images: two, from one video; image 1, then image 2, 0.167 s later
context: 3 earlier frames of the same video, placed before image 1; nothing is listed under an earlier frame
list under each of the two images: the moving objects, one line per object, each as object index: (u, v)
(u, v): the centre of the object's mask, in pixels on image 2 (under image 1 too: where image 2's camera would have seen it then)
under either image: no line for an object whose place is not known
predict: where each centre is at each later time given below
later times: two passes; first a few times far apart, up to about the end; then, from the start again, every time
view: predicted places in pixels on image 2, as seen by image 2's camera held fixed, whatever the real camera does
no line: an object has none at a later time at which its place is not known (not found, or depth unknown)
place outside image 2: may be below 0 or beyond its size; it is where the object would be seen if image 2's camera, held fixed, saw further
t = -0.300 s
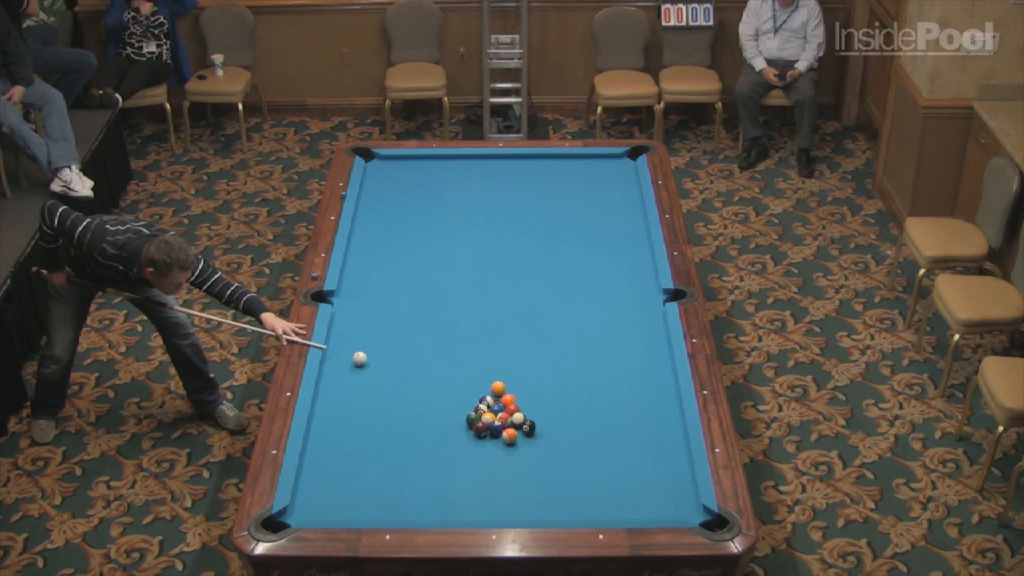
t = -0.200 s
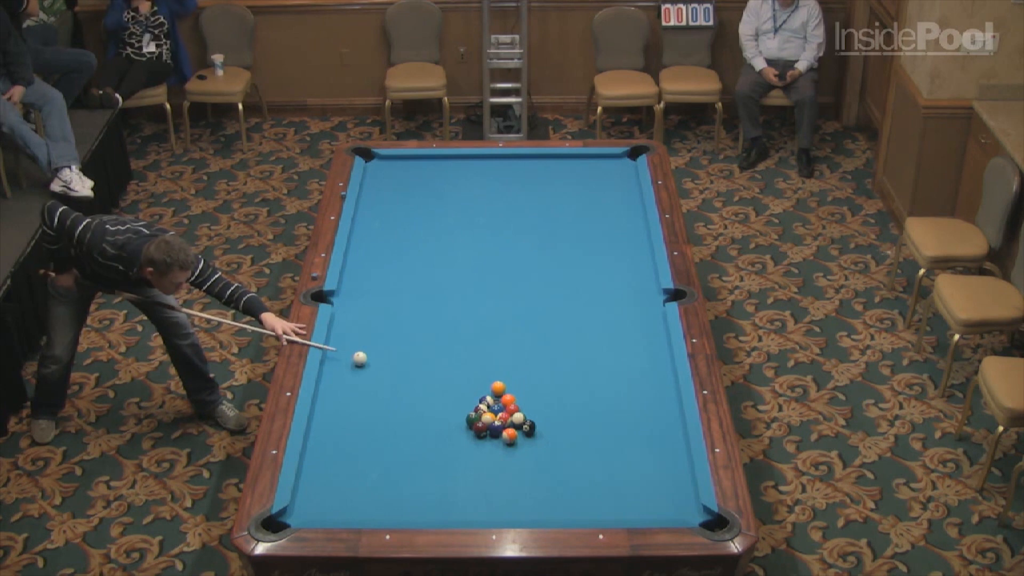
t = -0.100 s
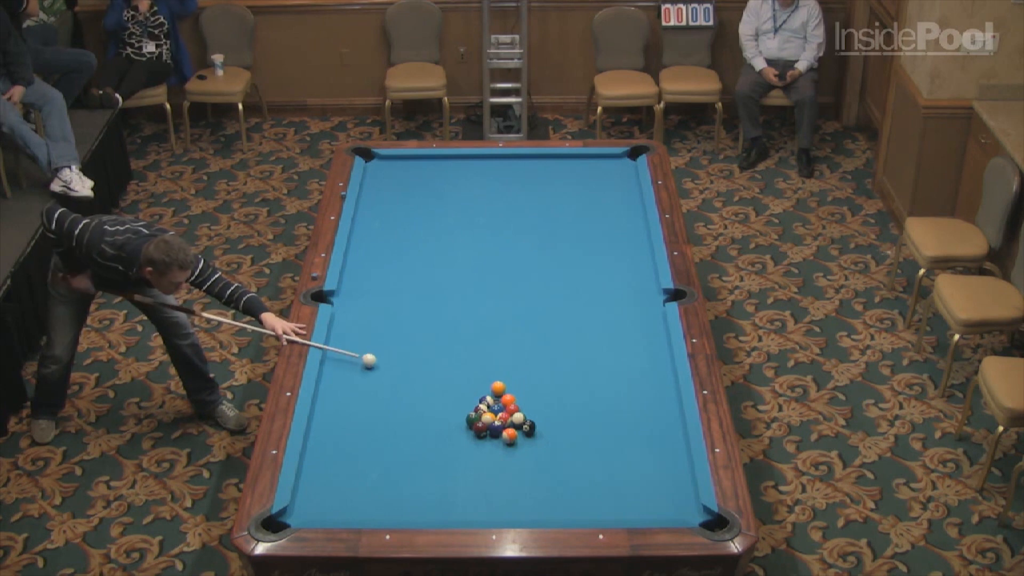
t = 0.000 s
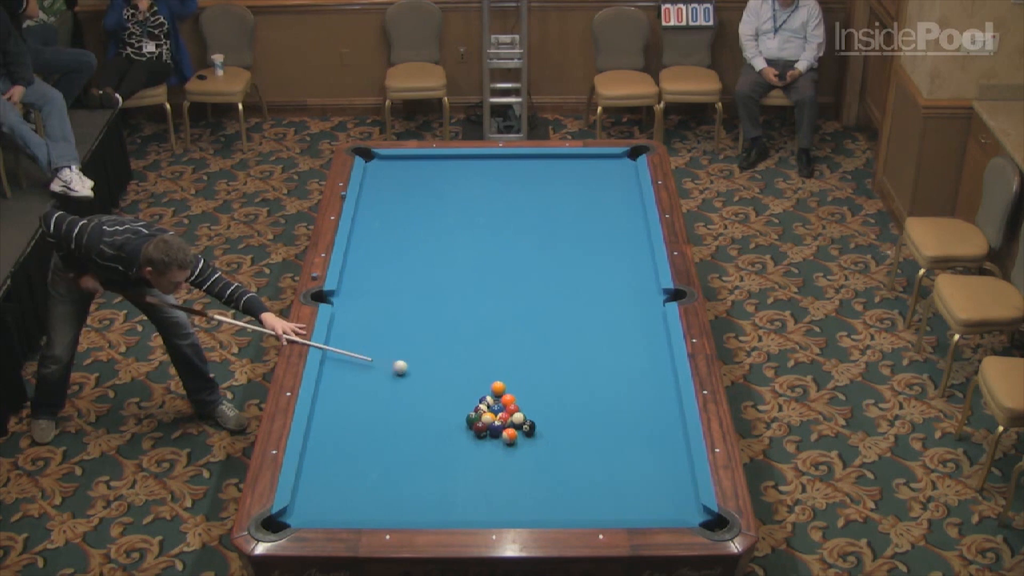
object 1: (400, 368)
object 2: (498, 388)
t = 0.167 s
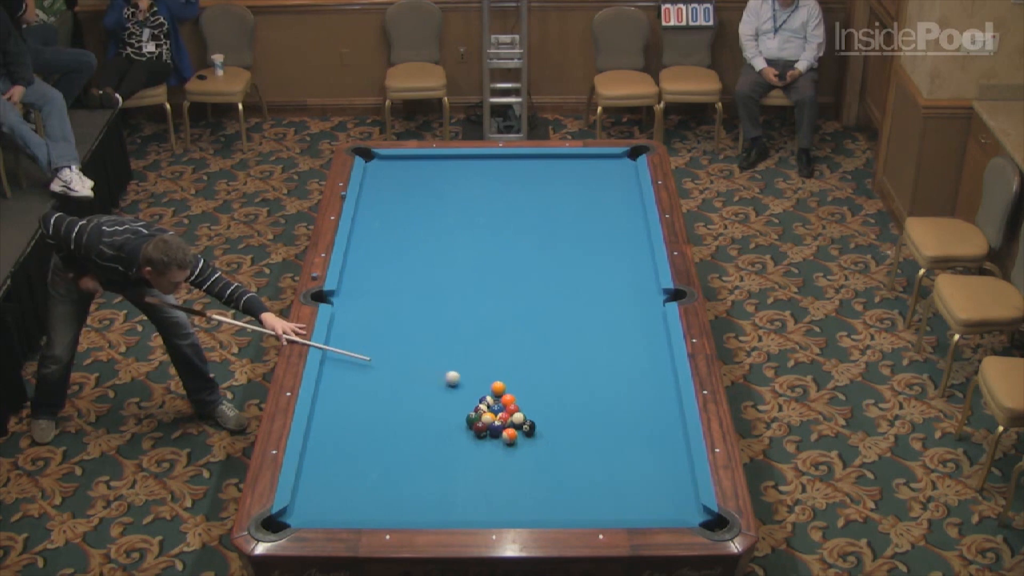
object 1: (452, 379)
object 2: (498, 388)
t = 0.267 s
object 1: (484, 385)
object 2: (498, 388)
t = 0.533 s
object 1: (503, 385)
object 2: (561, 406)
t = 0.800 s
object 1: (524, 387)
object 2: (616, 420)
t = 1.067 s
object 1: (545, 388)
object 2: (671, 434)
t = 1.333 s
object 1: (564, 390)
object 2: (657, 444)
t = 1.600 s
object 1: (582, 391)
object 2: (630, 454)
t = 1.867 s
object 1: (598, 392)
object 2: (605, 463)
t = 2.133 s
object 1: (614, 393)
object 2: (580, 471)
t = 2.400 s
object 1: (627, 395)
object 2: (557, 479)
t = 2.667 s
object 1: (639, 396)
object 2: (534, 487)
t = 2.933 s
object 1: (650, 396)
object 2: (512, 493)
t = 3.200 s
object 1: (660, 397)
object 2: (491, 499)
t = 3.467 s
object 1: (668, 398)
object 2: (471, 506)
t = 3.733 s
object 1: (673, 398)
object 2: (453, 510)
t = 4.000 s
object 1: (670, 398)
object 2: (436, 513)
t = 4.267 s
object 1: (668, 397)
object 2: (423, 512)
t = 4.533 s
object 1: (667, 397)
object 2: (412, 511)
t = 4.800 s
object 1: (667, 397)
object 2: (403, 510)
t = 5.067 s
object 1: (667, 397)
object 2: (395, 509)
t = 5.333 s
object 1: (667, 397)
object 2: (388, 508)
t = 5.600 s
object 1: (667, 397)
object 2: (383, 507)
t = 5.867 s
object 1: (667, 397)
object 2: (379, 507)
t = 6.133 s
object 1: (667, 397)
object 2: (376, 506)
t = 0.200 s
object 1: (463, 381)
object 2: (498, 388)
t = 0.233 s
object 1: (473, 383)
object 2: (498, 388)
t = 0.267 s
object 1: (484, 385)
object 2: (498, 388)
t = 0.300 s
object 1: (485, 385)
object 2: (506, 389)
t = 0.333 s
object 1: (487, 385)
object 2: (517, 392)
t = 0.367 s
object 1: (489, 385)
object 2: (525, 396)
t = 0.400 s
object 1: (492, 384)
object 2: (533, 398)
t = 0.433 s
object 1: (494, 385)
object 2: (541, 400)
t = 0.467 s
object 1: (497, 385)
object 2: (548, 402)
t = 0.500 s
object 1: (500, 385)
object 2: (555, 404)
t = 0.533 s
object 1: (503, 385)
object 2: (561, 406)
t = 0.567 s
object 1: (506, 385)
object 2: (568, 407)
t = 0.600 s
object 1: (508, 385)
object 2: (576, 409)
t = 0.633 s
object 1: (511, 386)
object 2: (582, 411)
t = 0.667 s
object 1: (514, 386)
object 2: (589, 413)
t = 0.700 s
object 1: (516, 386)
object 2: (596, 415)
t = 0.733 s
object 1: (519, 386)
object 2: (603, 417)
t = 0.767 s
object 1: (522, 387)
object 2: (609, 418)
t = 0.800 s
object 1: (524, 387)
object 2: (616, 420)
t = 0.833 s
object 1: (527, 387)
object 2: (623, 422)
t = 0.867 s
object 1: (530, 387)
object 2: (630, 424)
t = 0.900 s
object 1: (533, 387)
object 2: (637, 425)
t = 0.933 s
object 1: (535, 387)
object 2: (644, 427)
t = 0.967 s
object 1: (538, 388)
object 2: (651, 429)
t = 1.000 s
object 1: (540, 388)
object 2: (657, 431)
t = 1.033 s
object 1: (543, 388)
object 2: (665, 433)
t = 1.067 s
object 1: (545, 388)
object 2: (671, 434)
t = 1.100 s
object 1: (548, 388)
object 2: (678, 436)
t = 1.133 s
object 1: (550, 389)
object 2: (679, 438)
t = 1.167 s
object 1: (553, 389)
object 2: (674, 439)
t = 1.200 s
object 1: (555, 389)
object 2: (670, 440)
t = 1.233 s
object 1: (557, 389)
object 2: (667, 441)
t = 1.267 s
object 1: (560, 389)
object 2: (663, 442)
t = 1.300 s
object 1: (562, 389)
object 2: (660, 443)
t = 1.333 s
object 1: (564, 390)
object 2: (657, 444)
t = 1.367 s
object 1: (567, 390)
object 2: (653, 446)
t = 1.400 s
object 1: (569, 390)
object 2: (650, 447)
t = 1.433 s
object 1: (571, 390)
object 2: (647, 448)
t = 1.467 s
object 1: (573, 390)
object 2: (644, 449)
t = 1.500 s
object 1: (576, 390)
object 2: (640, 450)
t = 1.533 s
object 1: (578, 390)
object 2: (637, 451)
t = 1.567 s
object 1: (580, 391)
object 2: (634, 452)
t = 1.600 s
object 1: (582, 391)
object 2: (630, 454)
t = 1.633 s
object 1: (584, 391)
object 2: (627, 455)
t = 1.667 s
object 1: (586, 391)
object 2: (624, 456)
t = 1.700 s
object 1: (588, 391)
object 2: (621, 457)
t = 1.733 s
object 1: (590, 392)
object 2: (618, 458)
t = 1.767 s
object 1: (592, 392)
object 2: (615, 459)
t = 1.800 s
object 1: (594, 392)
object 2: (611, 460)
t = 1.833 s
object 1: (597, 392)
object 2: (608, 462)
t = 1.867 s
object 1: (598, 392)
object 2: (605, 463)
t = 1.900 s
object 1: (600, 392)
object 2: (602, 464)
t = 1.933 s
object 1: (602, 392)
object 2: (599, 465)
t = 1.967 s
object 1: (604, 393)
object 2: (596, 466)
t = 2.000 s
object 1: (606, 393)
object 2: (593, 467)
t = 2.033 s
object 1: (608, 393)
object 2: (590, 468)
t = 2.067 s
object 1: (610, 393)
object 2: (586, 469)
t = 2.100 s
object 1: (612, 393)
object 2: (583, 470)
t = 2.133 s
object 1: (614, 393)
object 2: (580, 471)
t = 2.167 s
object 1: (615, 394)
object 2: (578, 472)
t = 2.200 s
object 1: (617, 394)
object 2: (574, 473)
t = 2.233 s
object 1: (619, 394)
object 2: (571, 474)
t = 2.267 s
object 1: (620, 394)
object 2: (568, 475)
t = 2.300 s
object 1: (622, 394)
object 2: (565, 476)
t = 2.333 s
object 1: (624, 394)
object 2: (563, 477)
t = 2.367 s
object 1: (625, 394)
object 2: (560, 478)
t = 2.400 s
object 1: (627, 395)
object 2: (557, 479)
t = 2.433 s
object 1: (629, 395)
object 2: (554, 480)
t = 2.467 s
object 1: (630, 395)
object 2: (551, 481)
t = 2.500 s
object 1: (632, 395)
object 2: (548, 482)
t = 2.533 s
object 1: (633, 395)
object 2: (545, 483)
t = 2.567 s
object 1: (635, 395)
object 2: (542, 484)
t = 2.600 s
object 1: (636, 395)
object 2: (539, 484)
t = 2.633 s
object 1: (638, 395)
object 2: (537, 485)
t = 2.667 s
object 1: (639, 396)
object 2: (534, 487)
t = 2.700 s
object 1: (641, 396)
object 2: (531, 487)
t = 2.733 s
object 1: (642, 396)
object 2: (528, 488)
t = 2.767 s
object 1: (644, 396)
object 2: (526, 489)
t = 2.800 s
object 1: (645, 396)
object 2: (523, 490)
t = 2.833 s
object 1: (646, 396)
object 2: (520, 491)
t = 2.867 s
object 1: (648, 396)
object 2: (517, 492)
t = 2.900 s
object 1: (649, 396)
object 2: (515, 492)
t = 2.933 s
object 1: (650, 396)
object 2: (512, 493)
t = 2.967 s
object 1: (651, 396)
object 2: (509, 494)
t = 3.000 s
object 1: (652, 397)
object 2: (507, 495)
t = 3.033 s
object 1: (654, 397)
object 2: (504, 496)
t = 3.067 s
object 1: (655, 397)
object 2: (502, 497)
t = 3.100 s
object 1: (656, 397)
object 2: (499, 497)
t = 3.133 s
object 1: (657, 397)
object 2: (496, 498)
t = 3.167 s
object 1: (658, 397)
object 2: (494, 499)
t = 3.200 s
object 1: (660, 397)
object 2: (491, 499)
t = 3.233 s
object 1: (661, 397)
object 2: (488, 500)
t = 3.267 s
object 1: (662, 397)
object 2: (486, 501)
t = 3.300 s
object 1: (662, 397)
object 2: (484, 502)
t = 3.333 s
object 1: (664, 397)
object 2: (481, 503)
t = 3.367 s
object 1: (665, 397)
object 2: (479, 504)
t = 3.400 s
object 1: (666, 397)
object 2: (476, 504)
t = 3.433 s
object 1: (667, 398)
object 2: (474, 505)
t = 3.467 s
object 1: (668, 398)
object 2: (471, 506)
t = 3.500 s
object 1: (669, 398)
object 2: (469, 506)
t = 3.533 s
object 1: (670, 397)
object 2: (467, 507)
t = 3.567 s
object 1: (671, 398)
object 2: (464, 508)
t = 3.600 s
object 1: (672, 398)
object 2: (462, 509)
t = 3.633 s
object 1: (672, 398)
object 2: (460, 509)
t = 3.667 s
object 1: (673, 398)
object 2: (457, 510)
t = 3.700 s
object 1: (674, 398)
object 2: (455, 510)
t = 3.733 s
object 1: (673, 398)
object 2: (453, 510)
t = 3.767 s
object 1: (673, 398)
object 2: (451, 511)
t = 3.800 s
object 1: (673, 398)
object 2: (448, 511)
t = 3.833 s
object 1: (672, 398)
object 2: (446, 512)
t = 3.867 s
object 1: (672, 398)
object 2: (444, 512)
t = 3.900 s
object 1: (671, 398)
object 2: (442, 512)
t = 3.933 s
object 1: (671, 398)
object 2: (440, 513)
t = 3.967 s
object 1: (670, 398)
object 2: (438, 513)
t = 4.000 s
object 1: (670, 398)
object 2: (436, 513)
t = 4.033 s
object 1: (670, 397)
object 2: (434, 514)
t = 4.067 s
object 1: (670, 398)
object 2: (432, 514)
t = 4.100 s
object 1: (669, 398)
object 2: (430, 514)
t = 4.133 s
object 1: (669, 397)
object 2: (429, 513)
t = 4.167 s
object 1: (669, 397)
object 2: (427, 513)
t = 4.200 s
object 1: (668, 397)
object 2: (426, 513)
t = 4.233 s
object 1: (668, 397)
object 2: (424, 513)
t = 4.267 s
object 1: (668, 397)
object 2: (423, 512)
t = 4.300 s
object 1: (668, 397)
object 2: (422, 513)
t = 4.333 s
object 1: (668, 397)
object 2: (420, 512)
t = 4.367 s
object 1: (668, 397)
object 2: (419, 512)
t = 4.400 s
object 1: (667, 397)
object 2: (418, 512)
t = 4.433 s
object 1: (668, 397)
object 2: (416, 512)
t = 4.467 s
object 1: (667, 397)
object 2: (415, 511)
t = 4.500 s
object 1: (667, 397)
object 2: (414, 511)
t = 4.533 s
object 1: (667, 397)
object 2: (412, 511)
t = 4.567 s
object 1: (667, 397)
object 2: (411, 511)
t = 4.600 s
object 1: (667, 397)
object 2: (410, 511)
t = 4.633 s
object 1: (667, 397)
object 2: (409, 511)
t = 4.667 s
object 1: (667, 397)
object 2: (407, 511)
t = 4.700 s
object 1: (667, 397)
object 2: (406, 510)
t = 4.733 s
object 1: (667, 397)
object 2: (405, 510)
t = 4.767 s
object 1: (667, 397)
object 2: (404, 510)
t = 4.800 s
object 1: (667, 397)
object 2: (403, 510)
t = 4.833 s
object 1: (667, 397)
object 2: (402, 510)
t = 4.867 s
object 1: (667, 397)
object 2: (401, 510)
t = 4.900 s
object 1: (667, 397)
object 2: (400, 509)
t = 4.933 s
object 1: (667, 397)
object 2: (399, 510)
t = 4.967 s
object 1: (667, 397)
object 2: (398, 509)
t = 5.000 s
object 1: (667, 397)
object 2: (397, 509)
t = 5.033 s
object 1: (667, 397)
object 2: (396, 509)
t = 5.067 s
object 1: (667, 397)
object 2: (395, 509)
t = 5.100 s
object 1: (667, 397)
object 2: (394, 508)
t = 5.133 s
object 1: (667, 397)
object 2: (393, 509)
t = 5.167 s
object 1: (667, 397)
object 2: (392, 508)
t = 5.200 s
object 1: (667, 397)
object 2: (391, 508)
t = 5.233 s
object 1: (667, 397)
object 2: (391, 508)
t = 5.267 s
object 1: (667, 397)
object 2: (390, 508)
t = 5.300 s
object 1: (667, 397)
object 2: (389, 508)
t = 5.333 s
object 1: (667, 397)
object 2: (388, 508)
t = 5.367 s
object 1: (667, 397)
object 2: (387, 508)
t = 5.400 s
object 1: (667, 397)
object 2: (387, 508)
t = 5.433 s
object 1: (667, 397)
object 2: (386, 507)
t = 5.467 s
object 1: (667, 397)
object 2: (385, 508)
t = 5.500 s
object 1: (667, 397)
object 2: (385, 508)
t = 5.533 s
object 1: (667, 397)
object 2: (384, 507)
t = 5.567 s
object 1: (667, 397)
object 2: (383, 507)
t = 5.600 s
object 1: (667, 397)
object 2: (383, 507)
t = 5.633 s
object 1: (667, 397)
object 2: (382, 507)
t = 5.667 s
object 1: (667, 397)
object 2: (382, 507)
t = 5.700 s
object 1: (667, 397)
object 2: (381, 507)
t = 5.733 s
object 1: (667, 397)
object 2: (381, 507)
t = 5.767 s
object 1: (667, 397)
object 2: (380, 507)
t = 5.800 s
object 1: (667, 397)
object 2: (380, 507)
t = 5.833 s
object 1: (667, 397)
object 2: (379, 507)
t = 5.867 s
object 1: (667, 397)
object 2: (379, 507)
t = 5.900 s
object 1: (667, 397)
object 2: (379, 506)
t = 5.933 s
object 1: (667, 397)
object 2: (378, 506)
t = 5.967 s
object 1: (667, 397)
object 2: (378, 506)
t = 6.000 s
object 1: (667, 397)
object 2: (377, 506)
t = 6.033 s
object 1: (667, 397)
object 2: (377, 506)
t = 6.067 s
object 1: (667, 397)
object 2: (377, 506)
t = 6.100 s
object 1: (667, 397)
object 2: (377, 506)
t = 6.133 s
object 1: (667, 397)
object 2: (376, 506)
